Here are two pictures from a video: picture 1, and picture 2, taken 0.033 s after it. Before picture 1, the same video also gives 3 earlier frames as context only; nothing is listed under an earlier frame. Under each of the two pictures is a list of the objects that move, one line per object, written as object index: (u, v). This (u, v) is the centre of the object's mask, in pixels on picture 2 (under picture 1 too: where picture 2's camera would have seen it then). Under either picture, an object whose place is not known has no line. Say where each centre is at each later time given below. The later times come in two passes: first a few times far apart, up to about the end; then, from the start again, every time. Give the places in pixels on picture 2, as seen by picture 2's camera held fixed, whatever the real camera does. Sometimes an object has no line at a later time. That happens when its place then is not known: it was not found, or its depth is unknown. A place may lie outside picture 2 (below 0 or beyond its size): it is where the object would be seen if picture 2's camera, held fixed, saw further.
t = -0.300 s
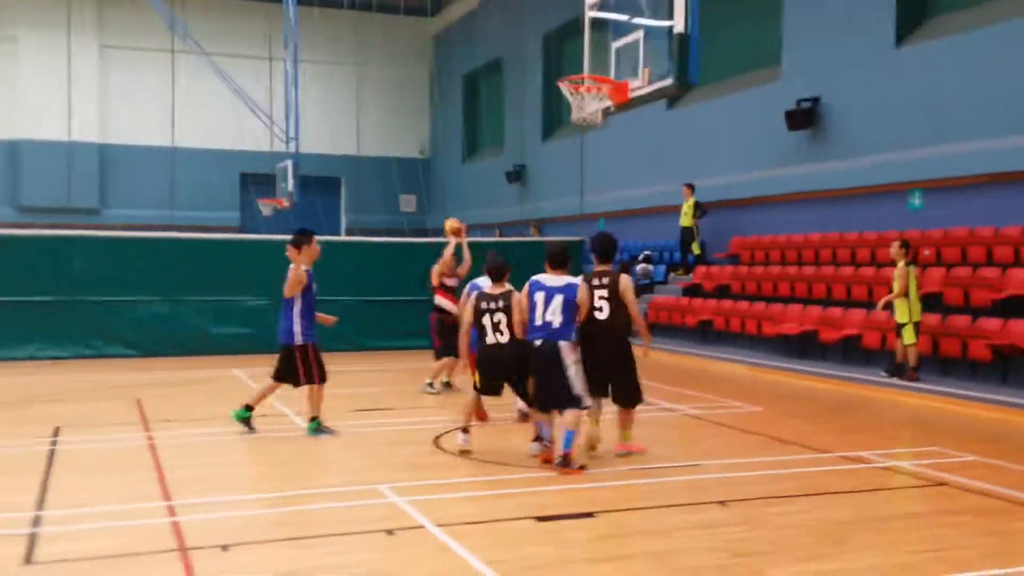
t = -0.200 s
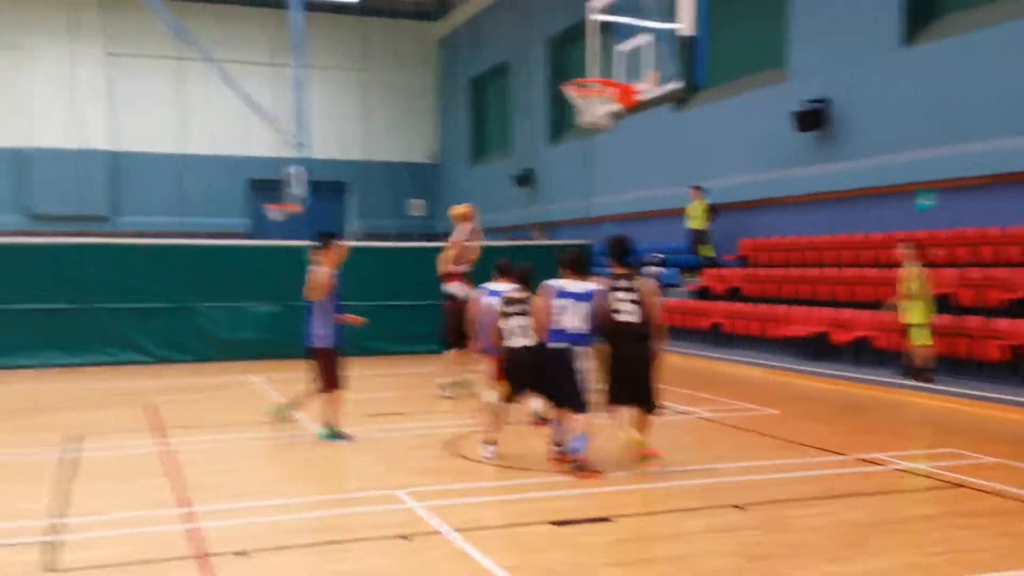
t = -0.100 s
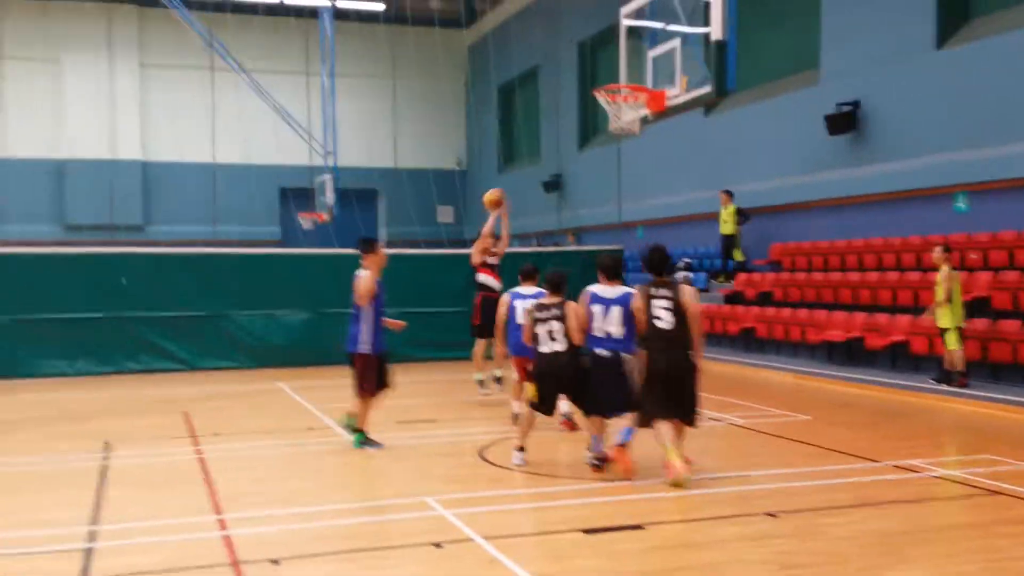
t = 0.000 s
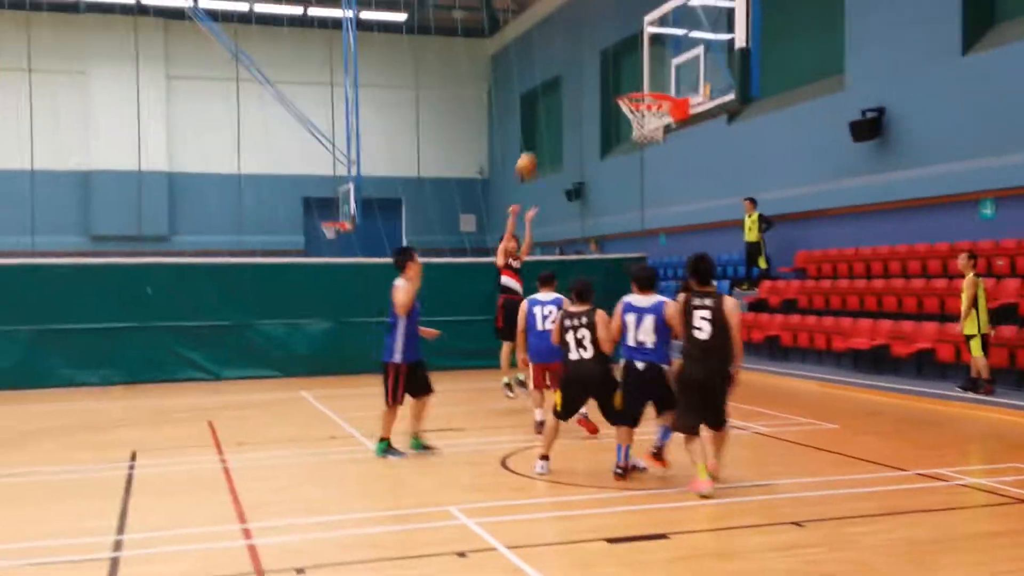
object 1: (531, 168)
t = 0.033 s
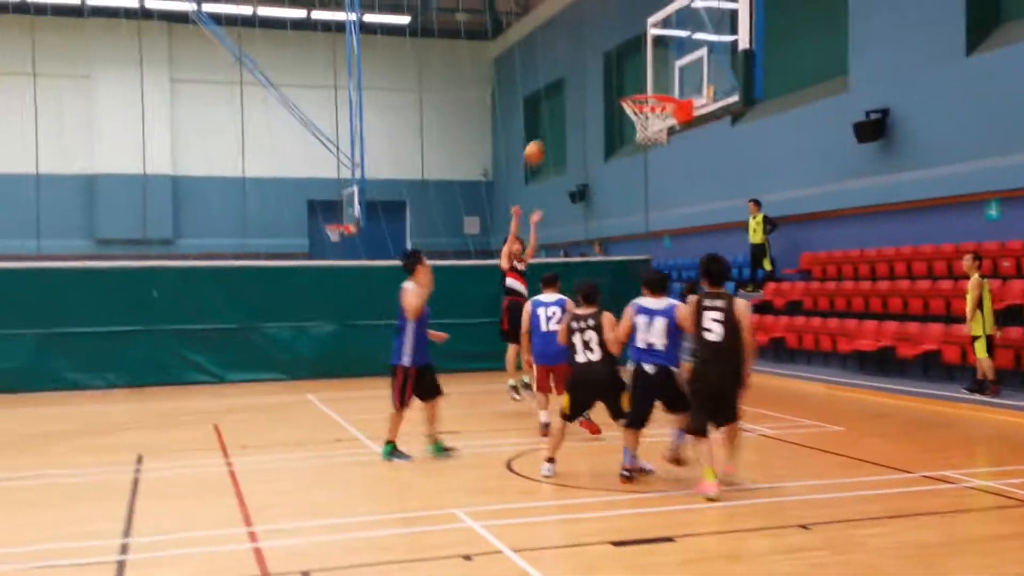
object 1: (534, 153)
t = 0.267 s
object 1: (565, 71)
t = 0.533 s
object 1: (606, 27)
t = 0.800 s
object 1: (659, 56)
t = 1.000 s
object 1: (705, 142)
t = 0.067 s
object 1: (539, 140)
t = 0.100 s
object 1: (543, 127)
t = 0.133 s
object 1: (548, 114)
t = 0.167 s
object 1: (552, 102)
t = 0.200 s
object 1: (556, 91)
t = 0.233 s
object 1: (561, 80)
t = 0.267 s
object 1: (565, 71)
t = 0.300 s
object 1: (570, 63)
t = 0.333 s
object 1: (575, 55)
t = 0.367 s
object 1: (580, 48)
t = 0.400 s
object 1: (585, 42)
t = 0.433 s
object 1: (590, 37)
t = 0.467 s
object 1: (596, 32)
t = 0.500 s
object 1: (602, 29)
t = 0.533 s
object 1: (606, 27)
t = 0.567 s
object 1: (612, 27)
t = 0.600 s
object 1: (618, 27)
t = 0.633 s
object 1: (625, 29)
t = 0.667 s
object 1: (633, 31)
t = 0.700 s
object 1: (639, 36)
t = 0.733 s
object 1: (645, 41)
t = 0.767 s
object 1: (651, 48)
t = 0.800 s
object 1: (659, 56)
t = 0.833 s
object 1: (666, 65)
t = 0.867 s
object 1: (674, 78)
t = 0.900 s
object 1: (682, 90)
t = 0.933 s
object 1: (688, 108)
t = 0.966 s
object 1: (697, 124)
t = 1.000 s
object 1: (705, 142)
